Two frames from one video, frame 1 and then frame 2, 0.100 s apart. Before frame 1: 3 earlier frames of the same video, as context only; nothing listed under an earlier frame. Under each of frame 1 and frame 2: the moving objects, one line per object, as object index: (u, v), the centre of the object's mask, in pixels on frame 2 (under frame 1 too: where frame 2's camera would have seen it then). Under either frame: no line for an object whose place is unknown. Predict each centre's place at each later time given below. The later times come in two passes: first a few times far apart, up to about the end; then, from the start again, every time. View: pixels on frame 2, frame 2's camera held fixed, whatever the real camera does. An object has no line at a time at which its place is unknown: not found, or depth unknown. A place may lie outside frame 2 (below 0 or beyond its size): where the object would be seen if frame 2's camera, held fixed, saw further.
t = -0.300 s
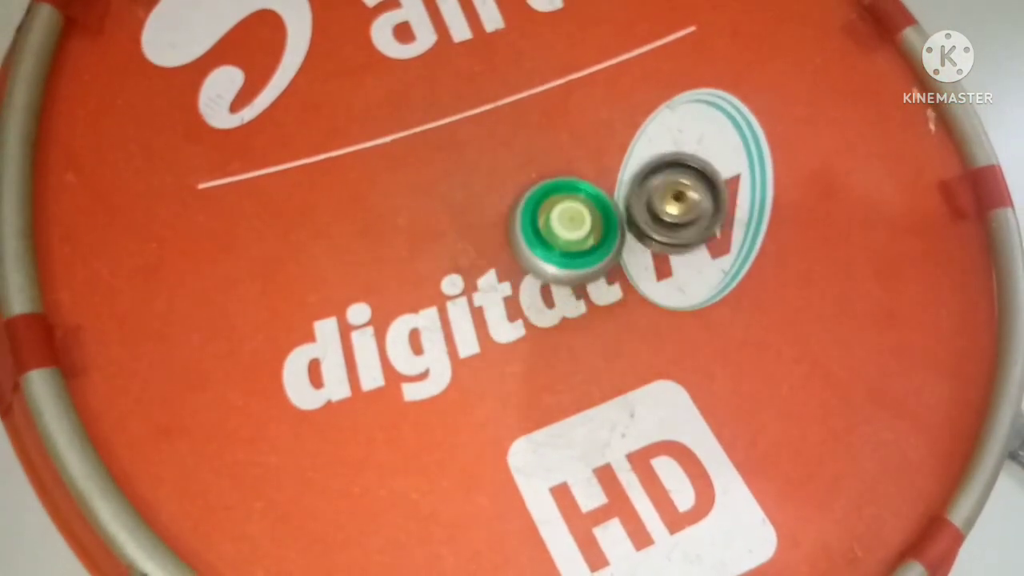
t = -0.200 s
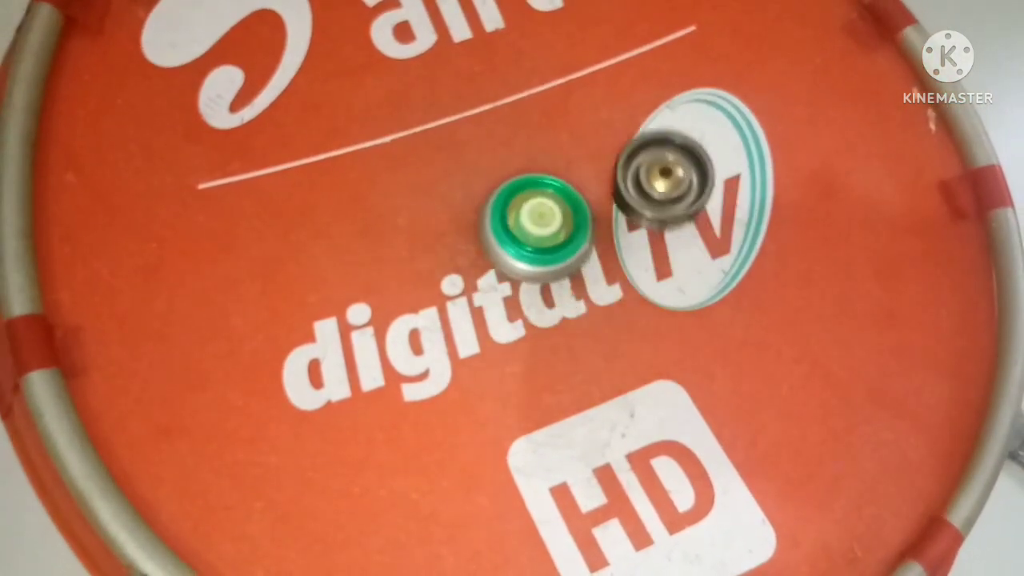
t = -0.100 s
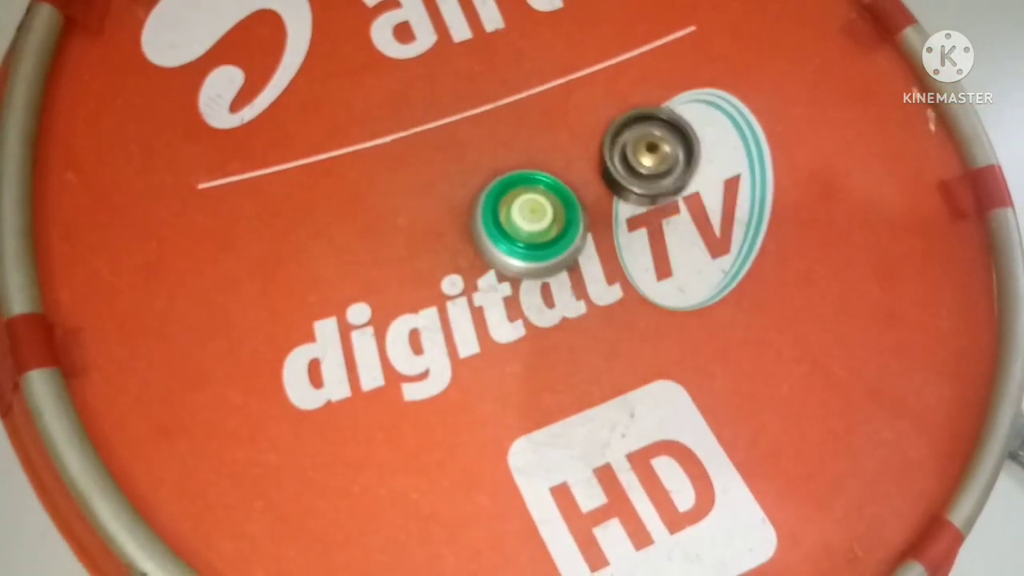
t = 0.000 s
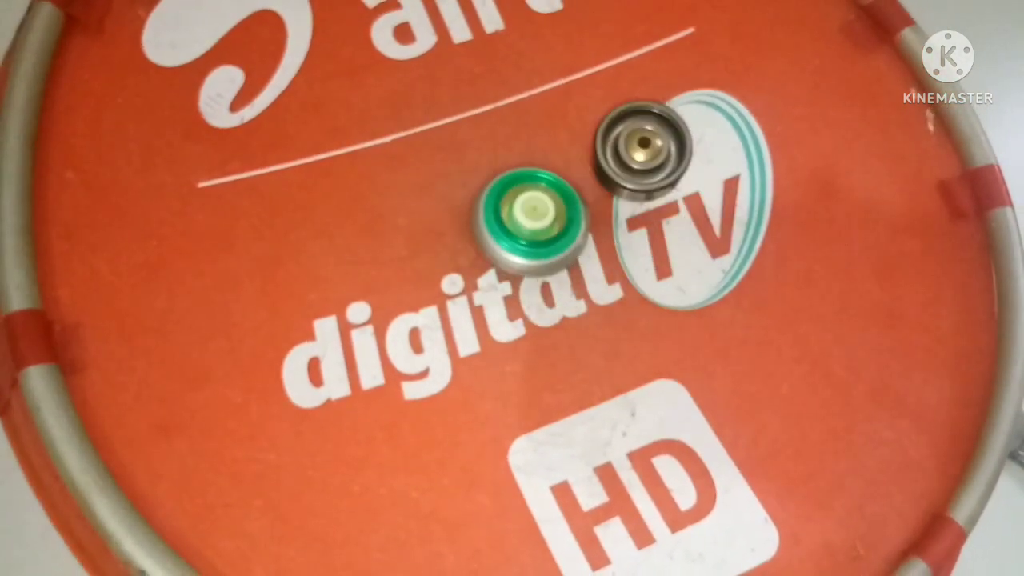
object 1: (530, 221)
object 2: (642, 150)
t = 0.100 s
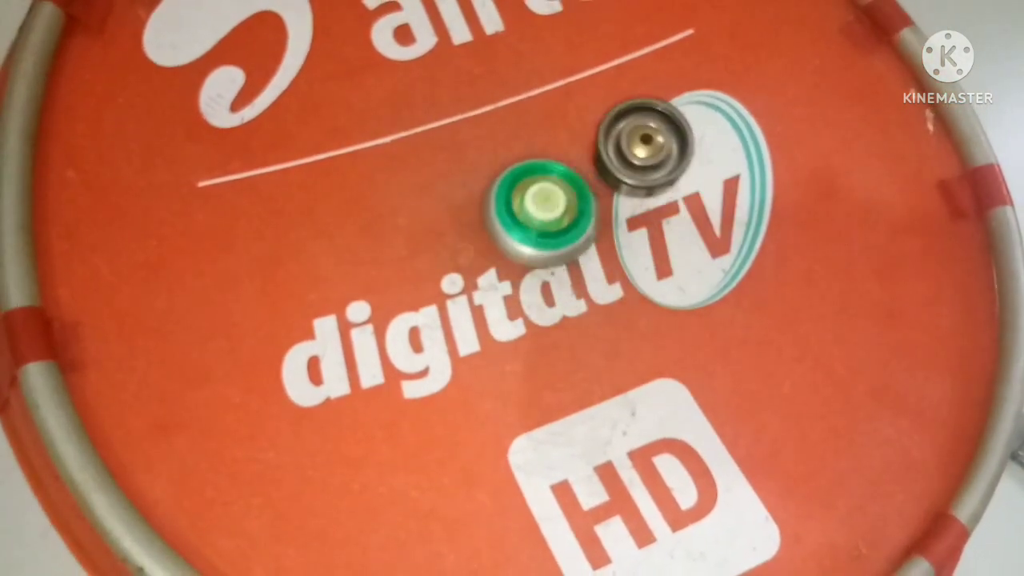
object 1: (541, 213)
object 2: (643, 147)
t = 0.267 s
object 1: (528, 198)
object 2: (601, 116)
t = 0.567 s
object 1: (525, 179)
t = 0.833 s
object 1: (520, 148)
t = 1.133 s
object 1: (524, 135)
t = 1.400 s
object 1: (527, 158)
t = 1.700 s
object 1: (549, 153)
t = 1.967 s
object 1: (533, 142)
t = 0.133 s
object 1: (545, 208)
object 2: (634, 143)
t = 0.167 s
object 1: (539, 205)
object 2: (625, 135)
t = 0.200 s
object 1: (533, 206)
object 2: (618, 124)
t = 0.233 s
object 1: (531, 202)
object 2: (607, 119)
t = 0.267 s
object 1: (528, 198)
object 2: (601, 116)
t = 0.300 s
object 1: (523, 195)
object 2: (596, 111)
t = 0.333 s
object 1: (516, 192)
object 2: (587, 105)
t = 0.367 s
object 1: (509, 191)
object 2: (583, 97)
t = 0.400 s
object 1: (507, 192)
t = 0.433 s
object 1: (508, 195)
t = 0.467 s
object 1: (515, 198)
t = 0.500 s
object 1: (519, 194)
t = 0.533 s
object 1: (522, 188)
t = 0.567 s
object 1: (525, 179)
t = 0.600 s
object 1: (525, 169)
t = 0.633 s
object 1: (526, 164)
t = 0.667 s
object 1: (525, 169)
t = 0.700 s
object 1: (522, 168)
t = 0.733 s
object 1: (519, 163)
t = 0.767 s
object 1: (519, 159)
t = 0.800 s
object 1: (521, 153)
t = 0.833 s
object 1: (520, 148)
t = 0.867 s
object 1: (520, 147)
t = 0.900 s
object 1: (521, 153)
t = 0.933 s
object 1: (526, 155)
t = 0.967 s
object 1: (529, 155)
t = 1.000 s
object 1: (531, 152)
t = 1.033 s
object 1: (532, 149)
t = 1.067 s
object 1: (530, 145)
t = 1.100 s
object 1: (528, 140)
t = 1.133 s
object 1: (524, 135)
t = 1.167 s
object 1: (521, 131)
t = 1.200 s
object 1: (520, 131)
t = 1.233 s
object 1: (518, 132)
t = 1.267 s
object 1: (516, 133)
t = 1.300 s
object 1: (515, 137)
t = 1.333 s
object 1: (516, 138)
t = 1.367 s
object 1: (520, 147)
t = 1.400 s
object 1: (527, 158)
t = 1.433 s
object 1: (533, 161)
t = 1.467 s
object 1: (537, 162)
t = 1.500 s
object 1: (539, 161)
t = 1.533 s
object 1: (541, 161)
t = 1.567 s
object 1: (543, 160)
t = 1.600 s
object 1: (546, 158)
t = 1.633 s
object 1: (547, 156)
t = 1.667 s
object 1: (547, 154)
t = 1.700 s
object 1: (549, 153)
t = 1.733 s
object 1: (549, 151)
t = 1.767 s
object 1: (550, 149)
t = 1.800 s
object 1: (549, 148)
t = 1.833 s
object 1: (546, 147)
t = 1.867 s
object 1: (543, 146)
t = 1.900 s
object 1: (541, 144)
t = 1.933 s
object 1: (537, 144)
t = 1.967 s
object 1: (533, 142)
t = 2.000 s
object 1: (530, 141)
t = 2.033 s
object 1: (525, 139)
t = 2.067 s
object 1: (526, 141)
